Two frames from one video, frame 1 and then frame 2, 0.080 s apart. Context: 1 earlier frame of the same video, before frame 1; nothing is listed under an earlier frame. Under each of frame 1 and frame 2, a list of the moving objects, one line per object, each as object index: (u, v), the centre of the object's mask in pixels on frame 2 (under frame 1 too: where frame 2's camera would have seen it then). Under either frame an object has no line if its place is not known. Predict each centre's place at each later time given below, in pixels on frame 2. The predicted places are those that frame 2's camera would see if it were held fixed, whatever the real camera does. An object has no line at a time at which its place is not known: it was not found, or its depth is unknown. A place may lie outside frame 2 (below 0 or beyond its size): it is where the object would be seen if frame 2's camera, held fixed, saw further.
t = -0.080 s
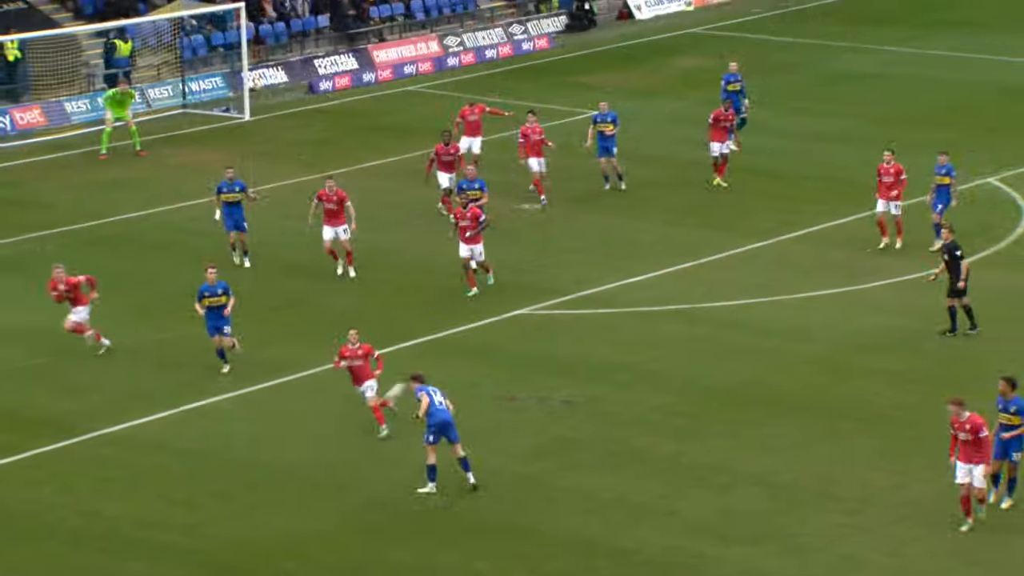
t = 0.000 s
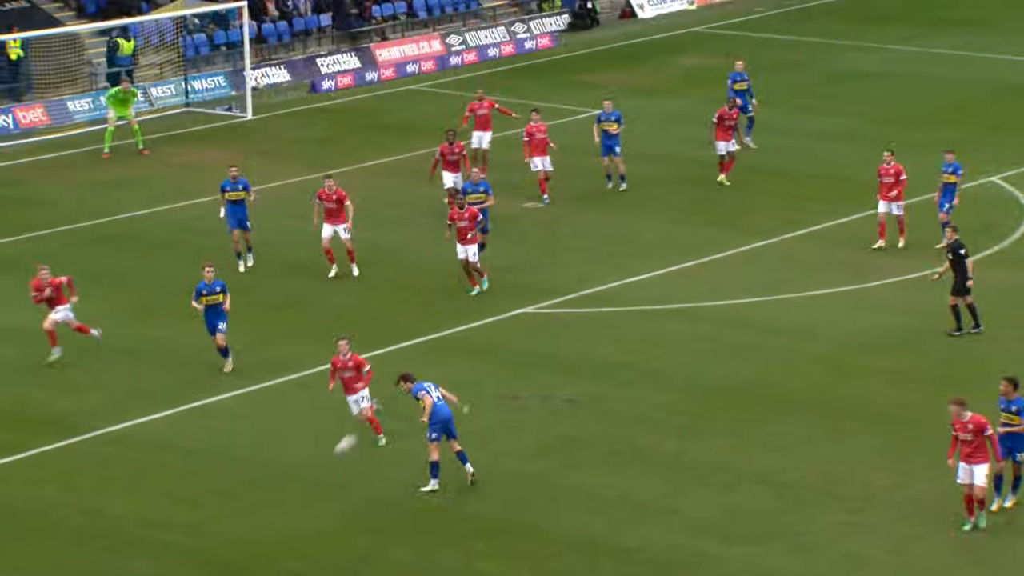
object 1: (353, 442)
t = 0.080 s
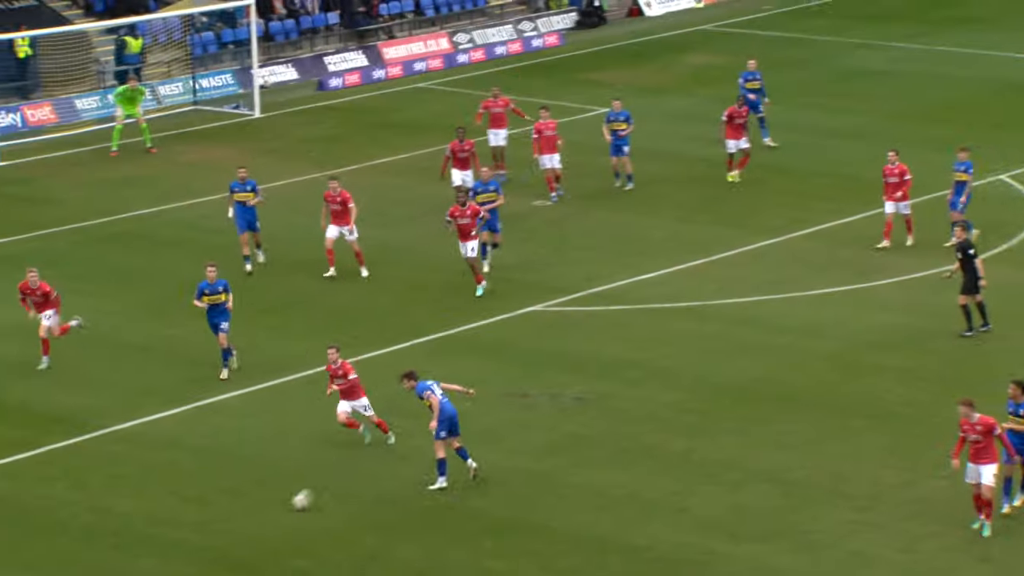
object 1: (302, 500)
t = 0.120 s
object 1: (281, 492)
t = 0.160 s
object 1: (262, 479)
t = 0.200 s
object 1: (242, 469)
